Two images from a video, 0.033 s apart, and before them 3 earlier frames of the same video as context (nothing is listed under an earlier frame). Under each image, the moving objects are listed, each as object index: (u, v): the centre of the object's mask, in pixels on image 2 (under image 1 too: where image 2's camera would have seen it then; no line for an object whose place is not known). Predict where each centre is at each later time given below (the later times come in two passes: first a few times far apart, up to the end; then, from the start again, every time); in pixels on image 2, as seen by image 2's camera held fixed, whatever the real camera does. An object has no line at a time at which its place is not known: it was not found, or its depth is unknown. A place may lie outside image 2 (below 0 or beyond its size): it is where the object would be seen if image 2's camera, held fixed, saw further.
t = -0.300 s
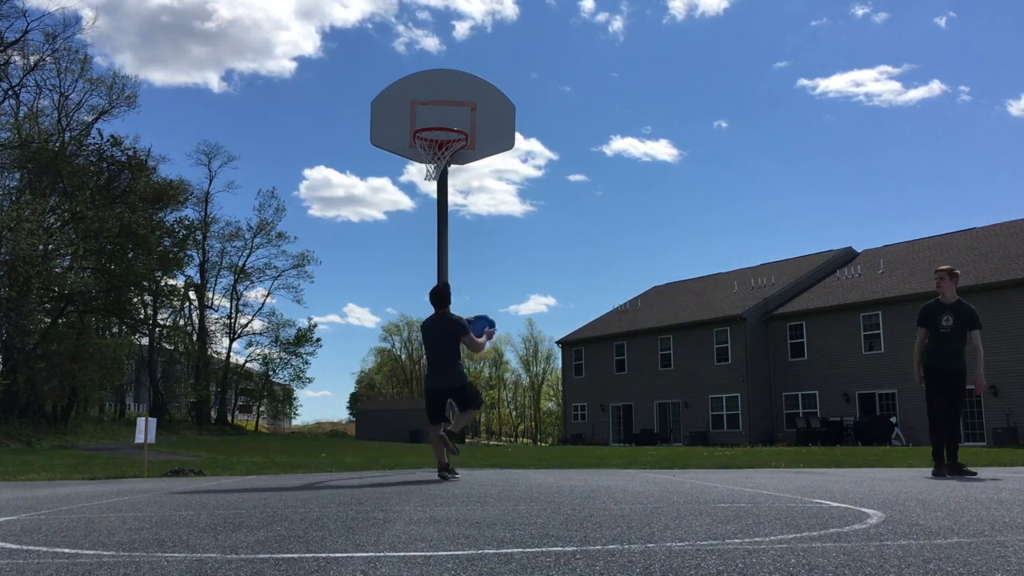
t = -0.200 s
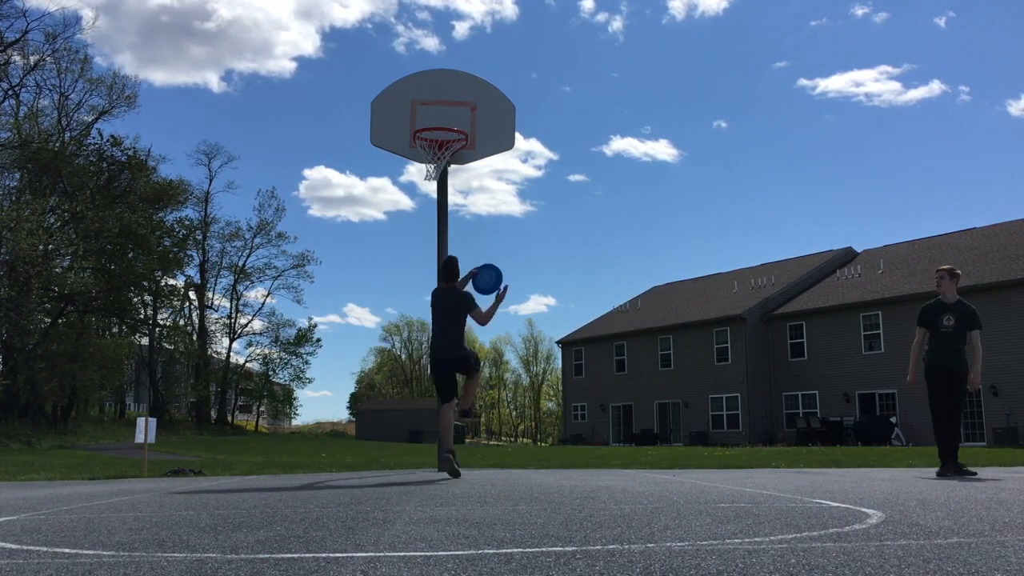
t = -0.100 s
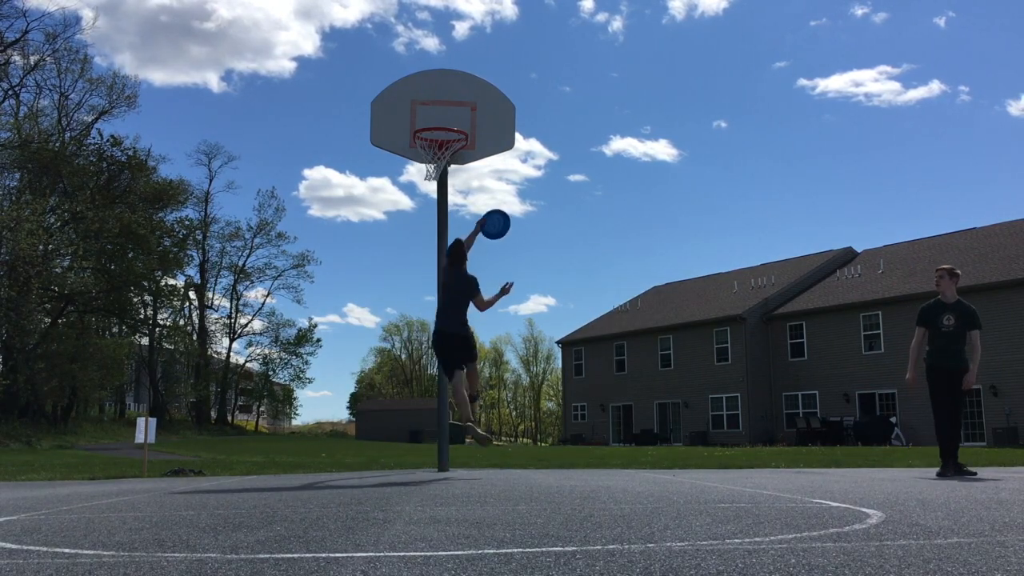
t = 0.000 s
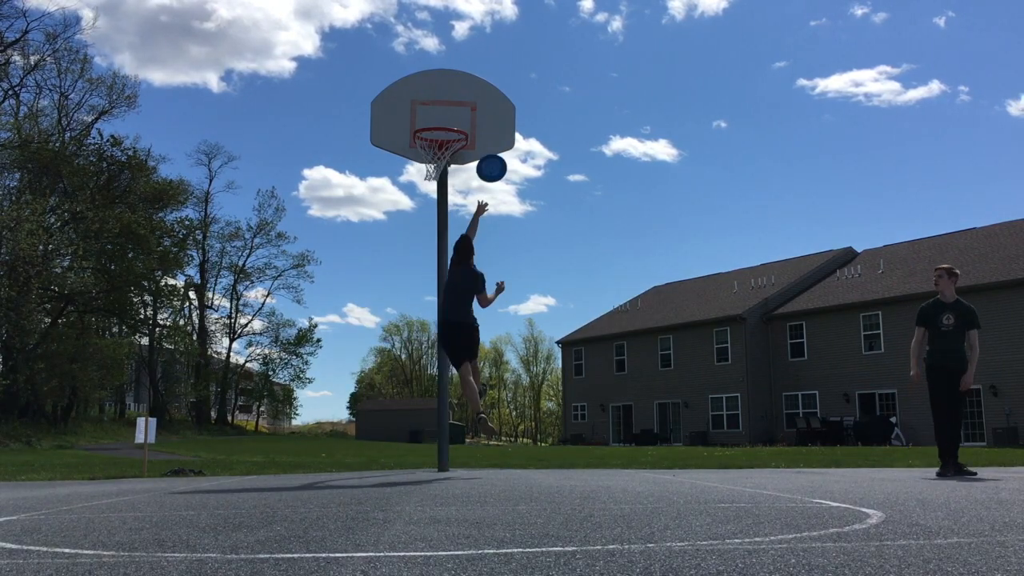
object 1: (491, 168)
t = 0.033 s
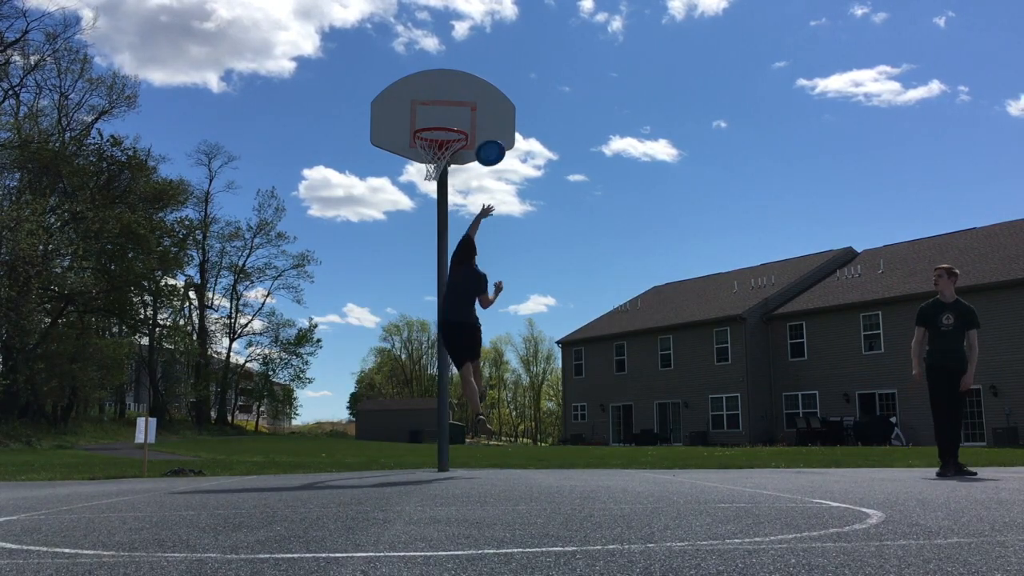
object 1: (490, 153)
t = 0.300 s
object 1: (478, 71)
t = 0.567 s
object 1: (468, 53)
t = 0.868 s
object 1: (450, 118)
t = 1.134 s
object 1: (432, 217)
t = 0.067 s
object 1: (489, 139)
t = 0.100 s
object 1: (487, 126)
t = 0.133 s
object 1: (486, 115)
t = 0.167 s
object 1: (484, 105)
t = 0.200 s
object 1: (481, 96)
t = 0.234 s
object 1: (480, 87)
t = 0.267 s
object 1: (480, 78)
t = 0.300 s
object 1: (478, 71)
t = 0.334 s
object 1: (477, 65)
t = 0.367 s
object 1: (476, 60)
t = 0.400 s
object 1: (474, 56)
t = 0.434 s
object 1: (473, 53)
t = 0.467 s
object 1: (472, 52)
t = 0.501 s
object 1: (471, 51)
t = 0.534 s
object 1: (469, 52)
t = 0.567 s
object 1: (468, 53)
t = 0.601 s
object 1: (466, 56)
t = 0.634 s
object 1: (464, 60)
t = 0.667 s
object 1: (462, 65)
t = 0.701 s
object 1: (460, 72)
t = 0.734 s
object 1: (458, 80)
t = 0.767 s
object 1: (456, 88)
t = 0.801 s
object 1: (454, 98)
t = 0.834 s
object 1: (452, 109)
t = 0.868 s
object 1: (450, 118)
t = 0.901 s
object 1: (446, 135)
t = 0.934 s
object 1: (444, 147)
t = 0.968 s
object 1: (441, 163)
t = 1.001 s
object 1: (439, 172)
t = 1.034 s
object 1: (438, 181)
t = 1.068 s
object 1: (436, 192)
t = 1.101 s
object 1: (434, 204)
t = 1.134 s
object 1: (432, 217)
